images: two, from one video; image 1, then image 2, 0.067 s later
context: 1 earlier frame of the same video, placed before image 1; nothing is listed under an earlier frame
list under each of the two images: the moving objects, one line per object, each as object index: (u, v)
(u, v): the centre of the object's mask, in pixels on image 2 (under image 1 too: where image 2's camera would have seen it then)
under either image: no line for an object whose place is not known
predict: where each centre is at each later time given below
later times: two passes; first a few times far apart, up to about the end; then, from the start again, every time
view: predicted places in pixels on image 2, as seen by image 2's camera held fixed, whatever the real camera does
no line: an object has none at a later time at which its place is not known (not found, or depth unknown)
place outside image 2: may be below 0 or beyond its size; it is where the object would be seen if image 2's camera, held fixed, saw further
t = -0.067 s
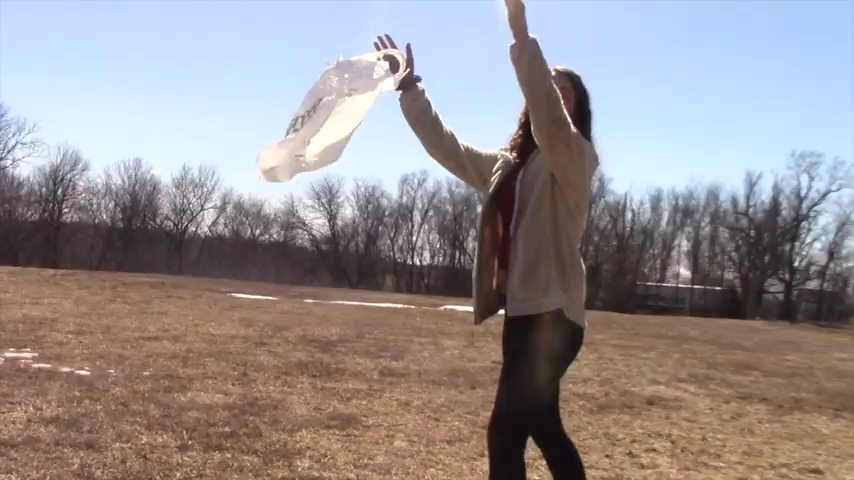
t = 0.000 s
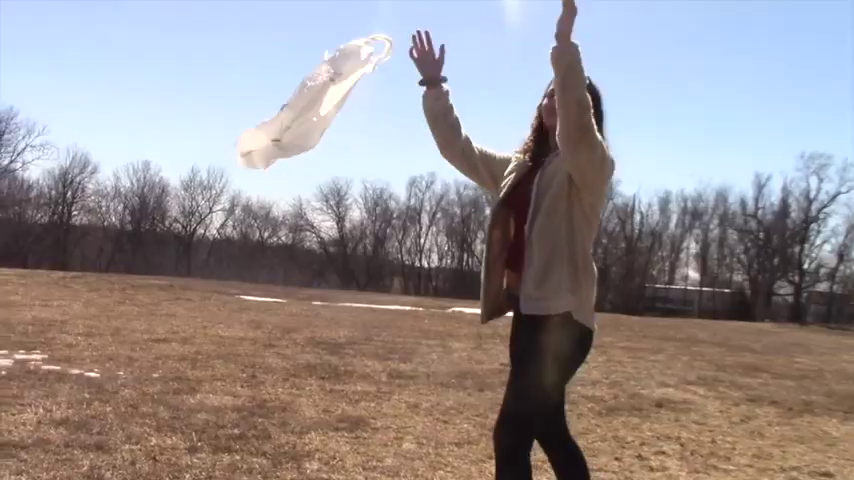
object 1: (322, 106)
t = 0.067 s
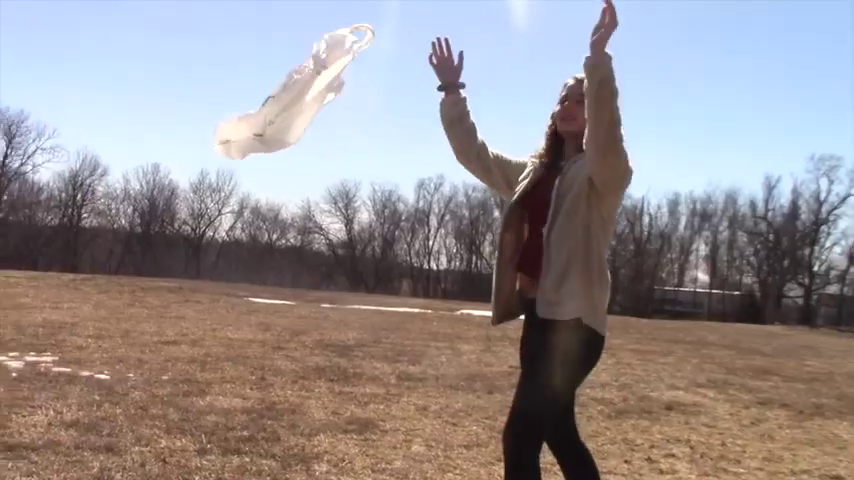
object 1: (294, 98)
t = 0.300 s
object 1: (210, 100)
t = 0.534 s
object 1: (147, 162)
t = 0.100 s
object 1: (280, 94)
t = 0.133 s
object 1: (267, 92)
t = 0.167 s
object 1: (254, 90)
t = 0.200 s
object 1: (243, 91)
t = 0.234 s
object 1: (232, 92)
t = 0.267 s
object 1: (222, 96)
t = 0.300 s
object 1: (210, 100)
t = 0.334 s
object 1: (199, 107)
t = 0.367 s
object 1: (190, 113)
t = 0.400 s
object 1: (181, 121)
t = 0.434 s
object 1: (172, 129)
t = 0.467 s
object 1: (163, 138)
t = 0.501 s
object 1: (155, 149)
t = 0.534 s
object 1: (147, 162)
